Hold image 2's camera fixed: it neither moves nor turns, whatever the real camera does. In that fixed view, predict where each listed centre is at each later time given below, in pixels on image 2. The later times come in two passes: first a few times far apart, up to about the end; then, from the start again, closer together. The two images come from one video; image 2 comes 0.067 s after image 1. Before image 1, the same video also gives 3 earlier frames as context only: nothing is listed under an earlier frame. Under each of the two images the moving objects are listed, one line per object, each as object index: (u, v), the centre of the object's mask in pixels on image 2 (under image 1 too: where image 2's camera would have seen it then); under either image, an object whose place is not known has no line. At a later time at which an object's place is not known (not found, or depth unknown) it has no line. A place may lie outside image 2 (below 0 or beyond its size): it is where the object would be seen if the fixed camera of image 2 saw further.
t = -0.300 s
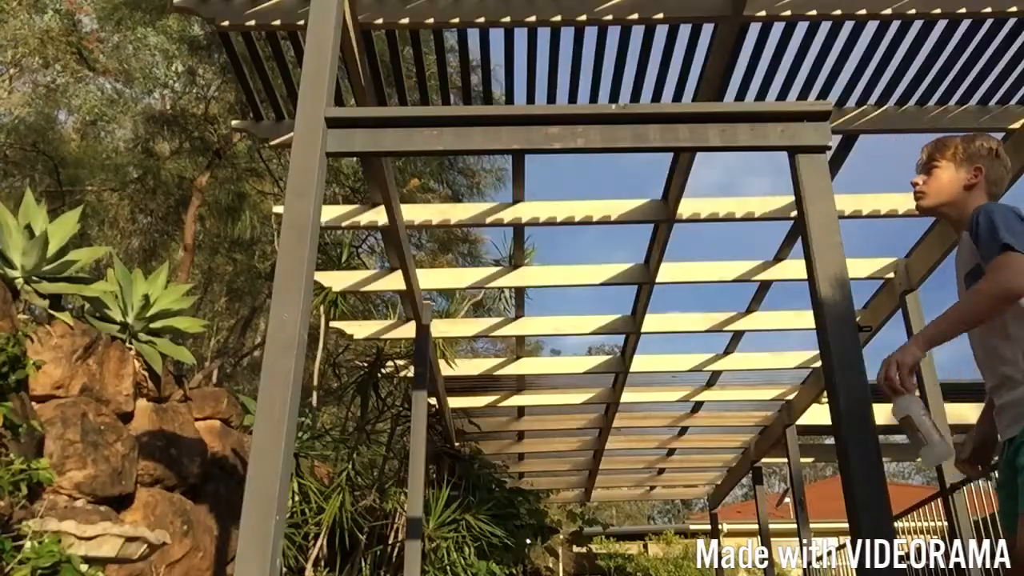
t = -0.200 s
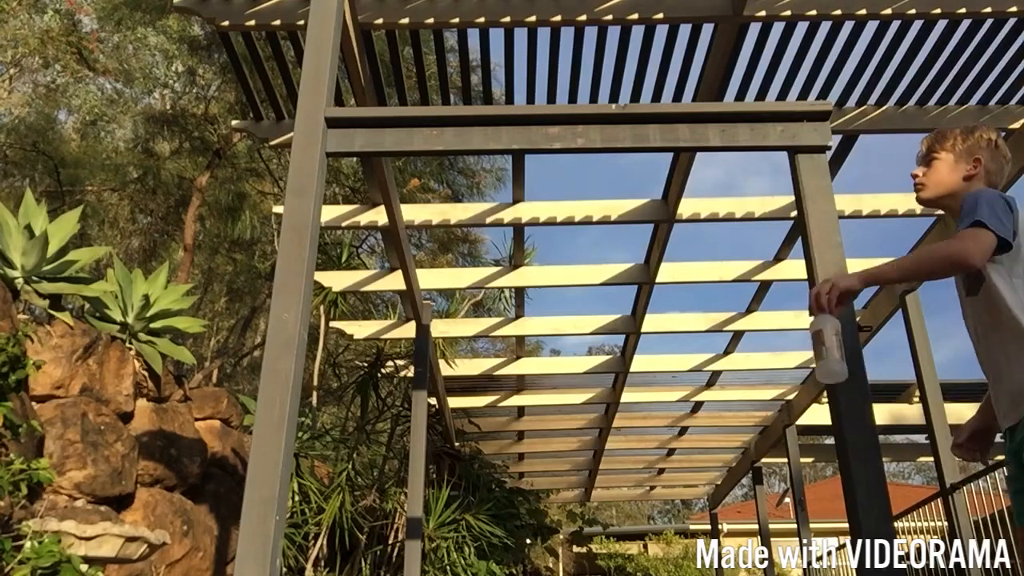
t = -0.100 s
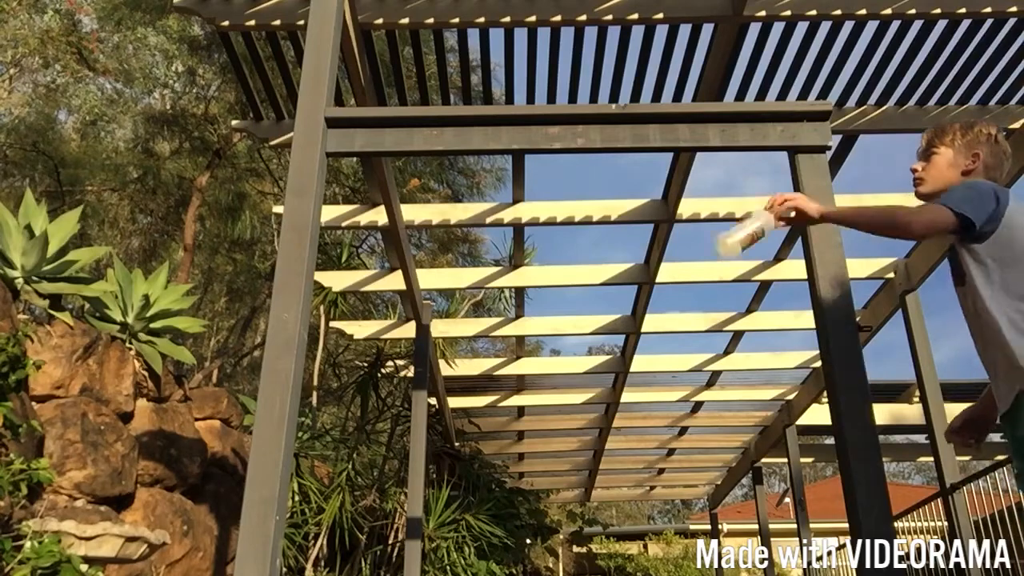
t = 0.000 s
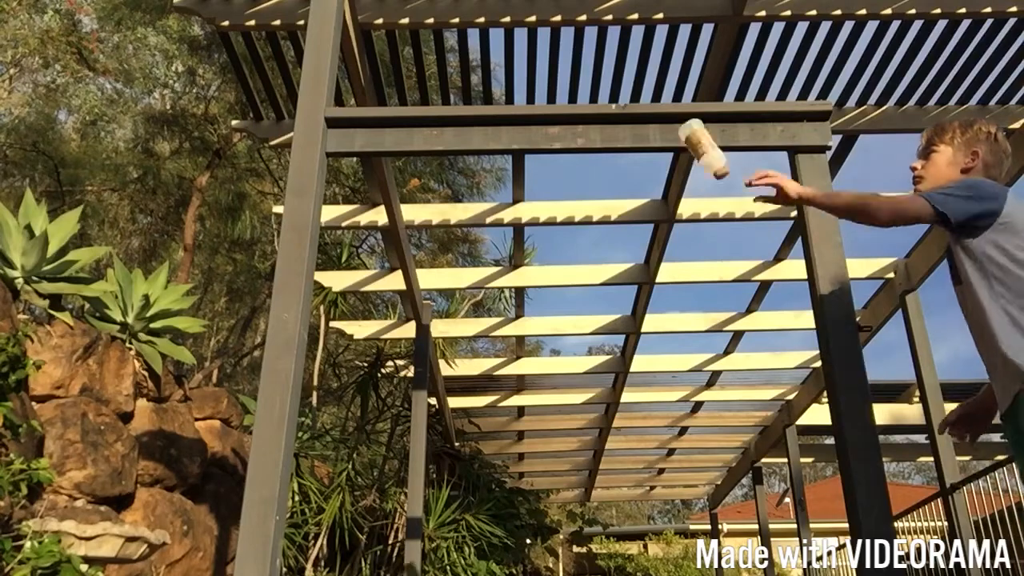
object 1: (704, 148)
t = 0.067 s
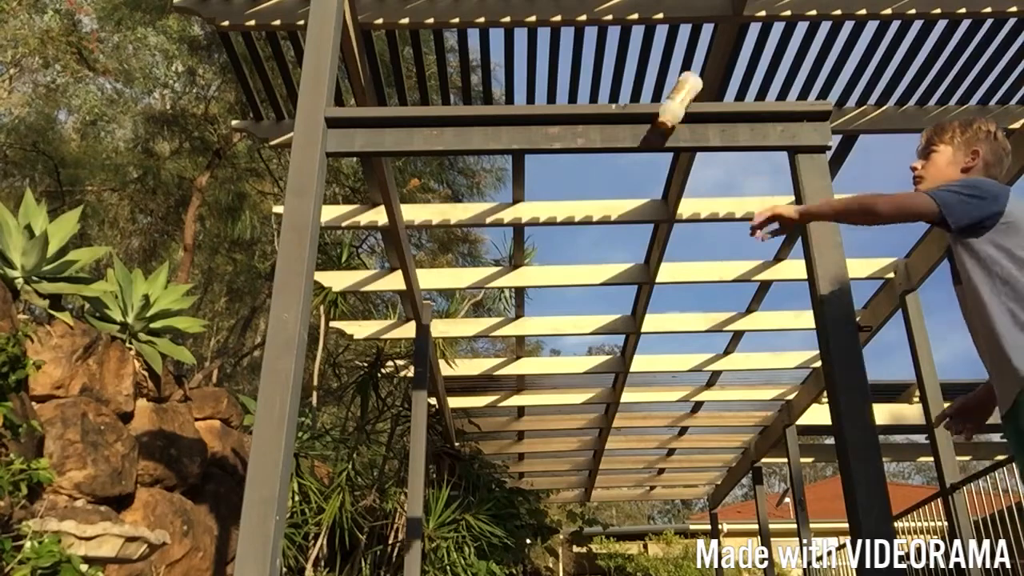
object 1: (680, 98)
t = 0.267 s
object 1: (640, 51)
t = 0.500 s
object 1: (614, 84)
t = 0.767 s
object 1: (611, 85)
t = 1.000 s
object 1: (610, 85)
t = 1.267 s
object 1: (610, 85)
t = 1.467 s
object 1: (610, 85)
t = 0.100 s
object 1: (672, 82)
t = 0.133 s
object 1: (664, 69)
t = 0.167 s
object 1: (657, 59)
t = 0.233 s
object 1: (645, 50)
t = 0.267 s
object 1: (640, 51)
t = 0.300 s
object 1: (636, 54)
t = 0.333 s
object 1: (631, 60)
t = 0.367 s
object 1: (626, 68)
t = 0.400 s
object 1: (620, 80)
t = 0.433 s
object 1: (616, 84)
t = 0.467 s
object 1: (615, 83)
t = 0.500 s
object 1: (614, 84)
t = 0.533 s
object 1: (612, 85)
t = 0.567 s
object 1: (610, 86)
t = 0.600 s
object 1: (608, 87)
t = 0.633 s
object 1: (609, 87)
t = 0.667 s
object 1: (609, 87)
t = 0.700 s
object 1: (610, 85)
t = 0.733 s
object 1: (611, 84)
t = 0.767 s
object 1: (611, 85)
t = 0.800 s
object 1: (611, 85)
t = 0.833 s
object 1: (610, 85)
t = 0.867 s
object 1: (610, 85)
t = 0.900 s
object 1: (610, 85)
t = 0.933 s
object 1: (610, 85)
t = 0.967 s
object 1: (610, 85)
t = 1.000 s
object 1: (610, 85)
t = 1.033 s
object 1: (610, 85)
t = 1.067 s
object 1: (610, 85)
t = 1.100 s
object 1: (610, 85)
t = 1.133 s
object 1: (610, 85)
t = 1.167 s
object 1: (610, 85)
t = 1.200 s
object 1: (610, 85)
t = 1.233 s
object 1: (610, 85)
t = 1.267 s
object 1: (610, 85)
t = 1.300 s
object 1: (610, 85)
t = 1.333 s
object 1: (610, 85)
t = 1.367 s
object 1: (610, 85)
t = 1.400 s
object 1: (610, 85)
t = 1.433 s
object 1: (610, 85)
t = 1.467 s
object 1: (610, 85)
